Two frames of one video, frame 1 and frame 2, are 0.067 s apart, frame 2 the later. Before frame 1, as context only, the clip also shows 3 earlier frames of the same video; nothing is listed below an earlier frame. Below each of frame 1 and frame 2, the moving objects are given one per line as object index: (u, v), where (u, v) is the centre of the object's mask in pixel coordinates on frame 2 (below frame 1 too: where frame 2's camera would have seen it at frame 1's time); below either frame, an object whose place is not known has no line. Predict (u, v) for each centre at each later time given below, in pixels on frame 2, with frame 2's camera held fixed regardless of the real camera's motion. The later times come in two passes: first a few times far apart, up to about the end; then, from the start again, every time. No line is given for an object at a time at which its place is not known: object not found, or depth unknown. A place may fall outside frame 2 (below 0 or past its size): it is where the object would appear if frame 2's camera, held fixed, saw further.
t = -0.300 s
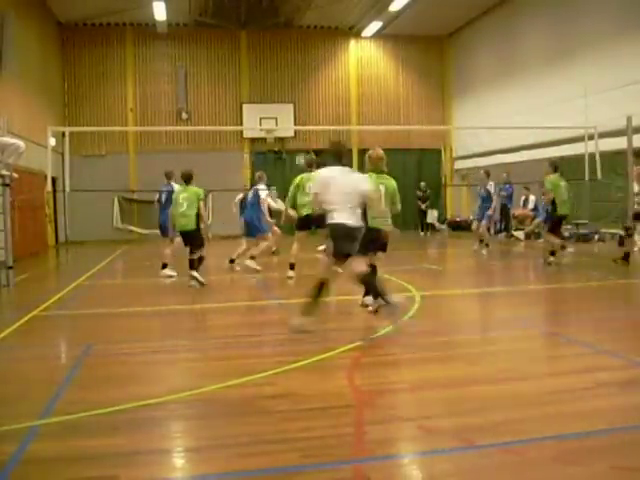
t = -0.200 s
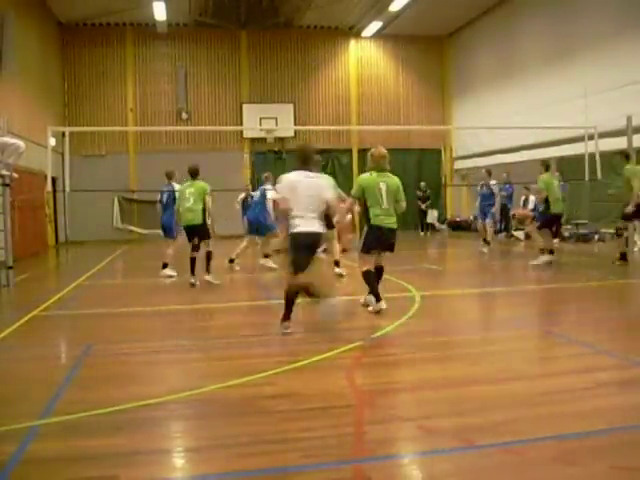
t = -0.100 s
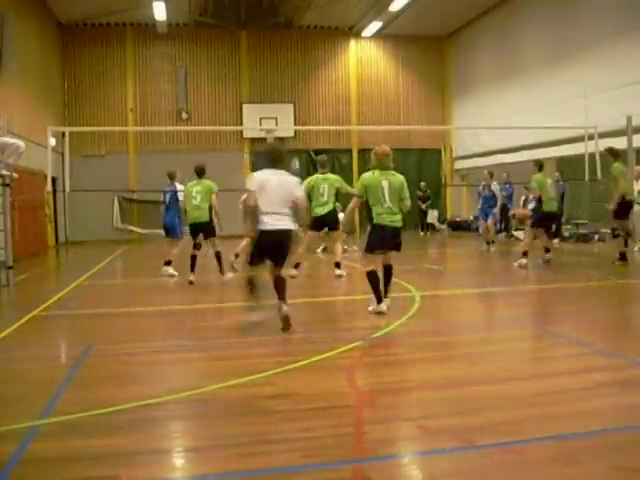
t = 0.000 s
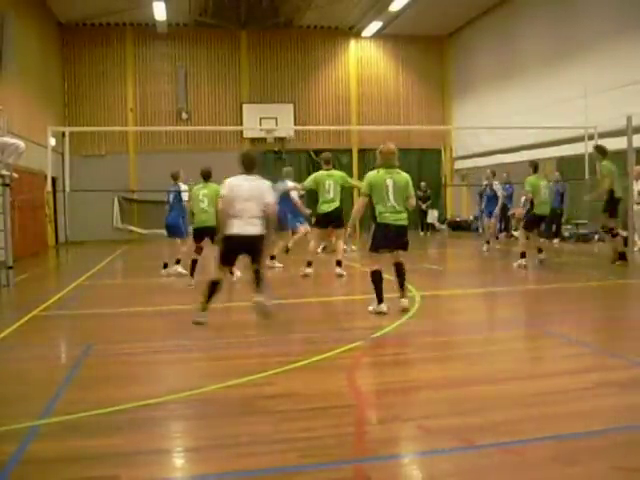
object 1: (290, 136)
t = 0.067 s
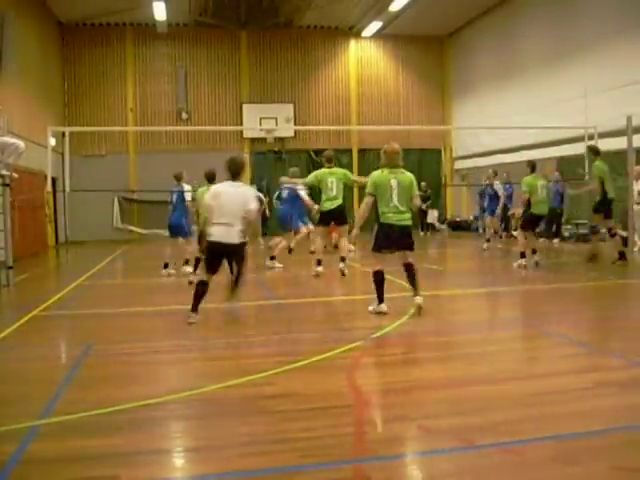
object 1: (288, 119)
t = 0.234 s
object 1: (279, 79)
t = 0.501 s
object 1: (269, 48)
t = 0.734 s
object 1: (260, 47)
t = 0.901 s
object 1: (253, 62)
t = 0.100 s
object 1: (286, 111)
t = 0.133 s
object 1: (285, 100)
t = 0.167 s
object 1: (283, 92)
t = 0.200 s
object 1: (281, 86)
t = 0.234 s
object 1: (279, 79)
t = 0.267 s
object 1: (279, 73)
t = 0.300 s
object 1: (277, 68)
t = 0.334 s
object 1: (276, 63)
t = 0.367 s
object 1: (275, 59)
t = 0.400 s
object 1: (273, 55)
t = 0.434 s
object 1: (272, 52)
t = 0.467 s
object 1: (270, 50)
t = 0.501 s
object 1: (269, 48)
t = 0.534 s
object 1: (268, 47)
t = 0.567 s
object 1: (267, 45)
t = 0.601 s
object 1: (265, 45)
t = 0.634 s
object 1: (264, 45)
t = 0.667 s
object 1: (263, 45)
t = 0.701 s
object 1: (261, 46)
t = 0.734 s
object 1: (260, 47)
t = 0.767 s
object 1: (258, 50)
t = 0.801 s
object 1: (257, 52)
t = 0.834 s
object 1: (256, 55)
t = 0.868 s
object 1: (254, 58)
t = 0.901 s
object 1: (253, 62)
